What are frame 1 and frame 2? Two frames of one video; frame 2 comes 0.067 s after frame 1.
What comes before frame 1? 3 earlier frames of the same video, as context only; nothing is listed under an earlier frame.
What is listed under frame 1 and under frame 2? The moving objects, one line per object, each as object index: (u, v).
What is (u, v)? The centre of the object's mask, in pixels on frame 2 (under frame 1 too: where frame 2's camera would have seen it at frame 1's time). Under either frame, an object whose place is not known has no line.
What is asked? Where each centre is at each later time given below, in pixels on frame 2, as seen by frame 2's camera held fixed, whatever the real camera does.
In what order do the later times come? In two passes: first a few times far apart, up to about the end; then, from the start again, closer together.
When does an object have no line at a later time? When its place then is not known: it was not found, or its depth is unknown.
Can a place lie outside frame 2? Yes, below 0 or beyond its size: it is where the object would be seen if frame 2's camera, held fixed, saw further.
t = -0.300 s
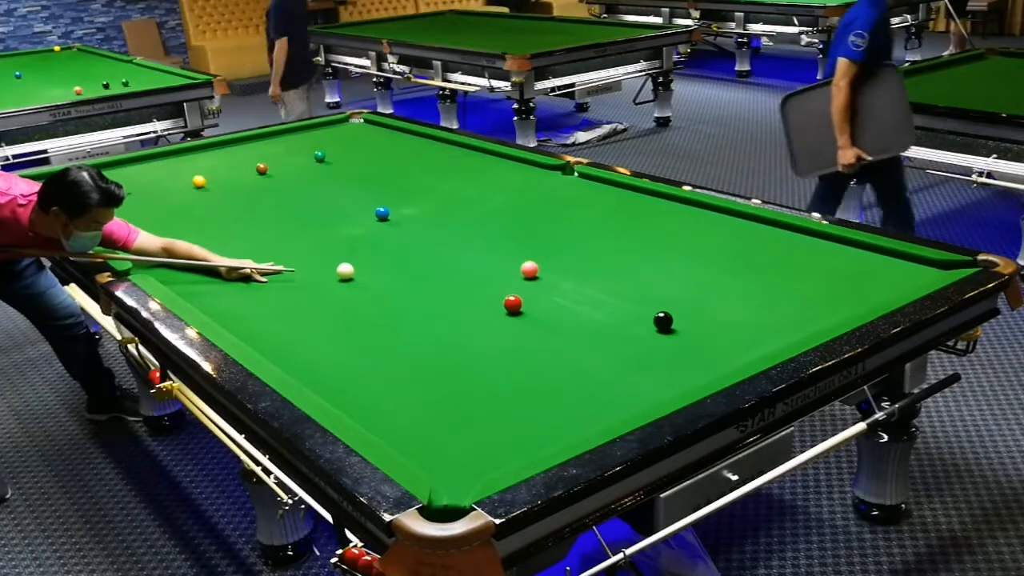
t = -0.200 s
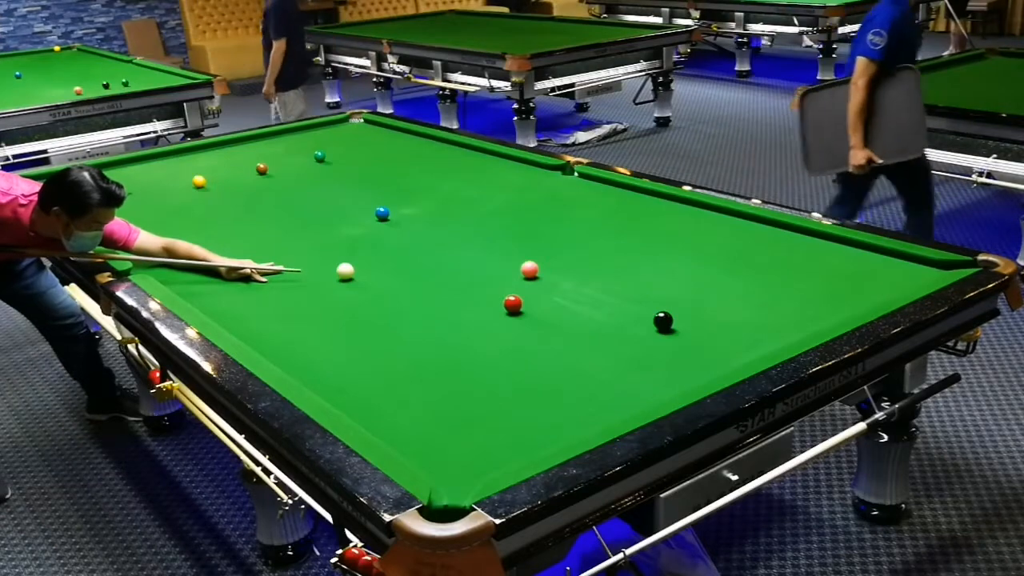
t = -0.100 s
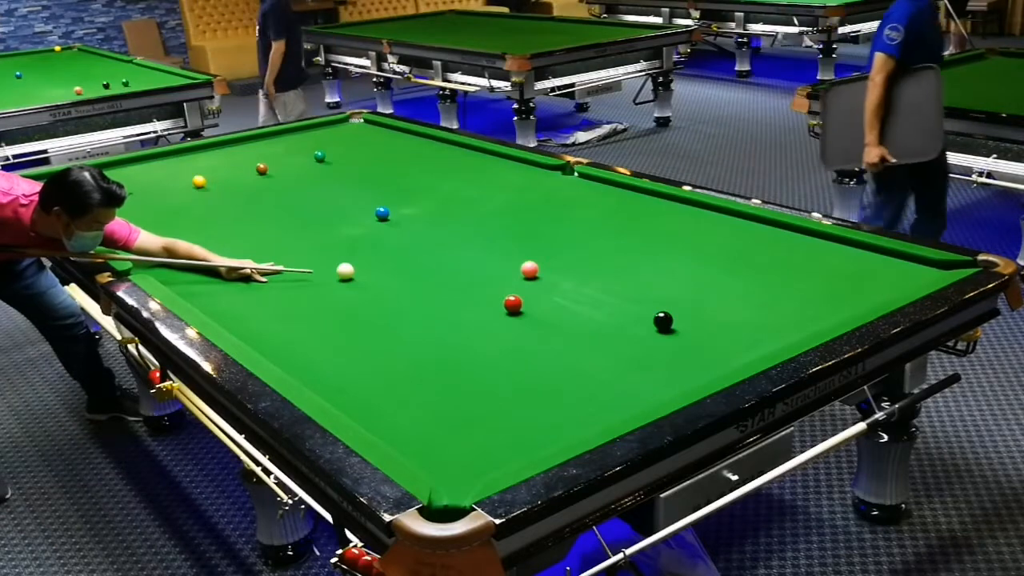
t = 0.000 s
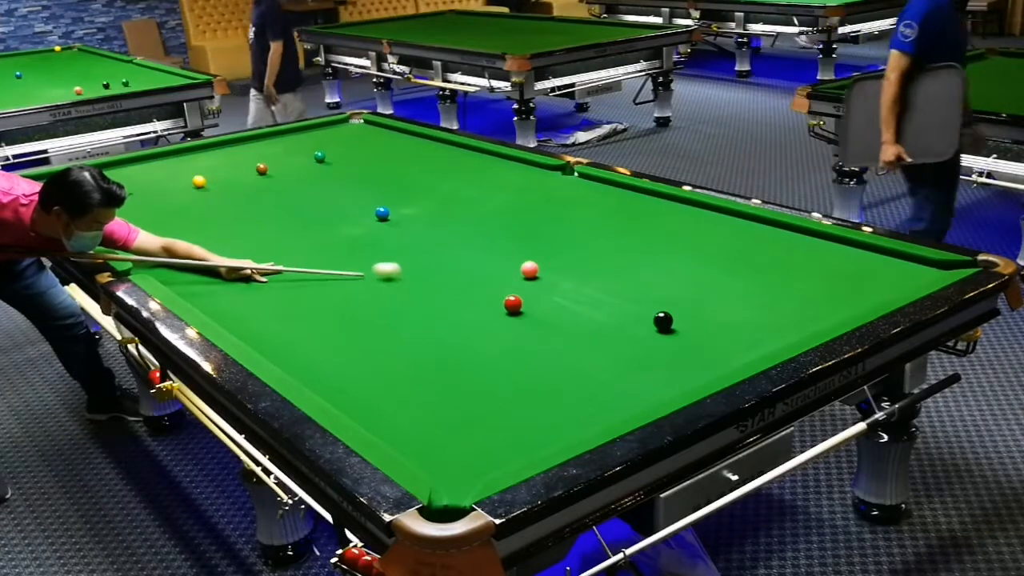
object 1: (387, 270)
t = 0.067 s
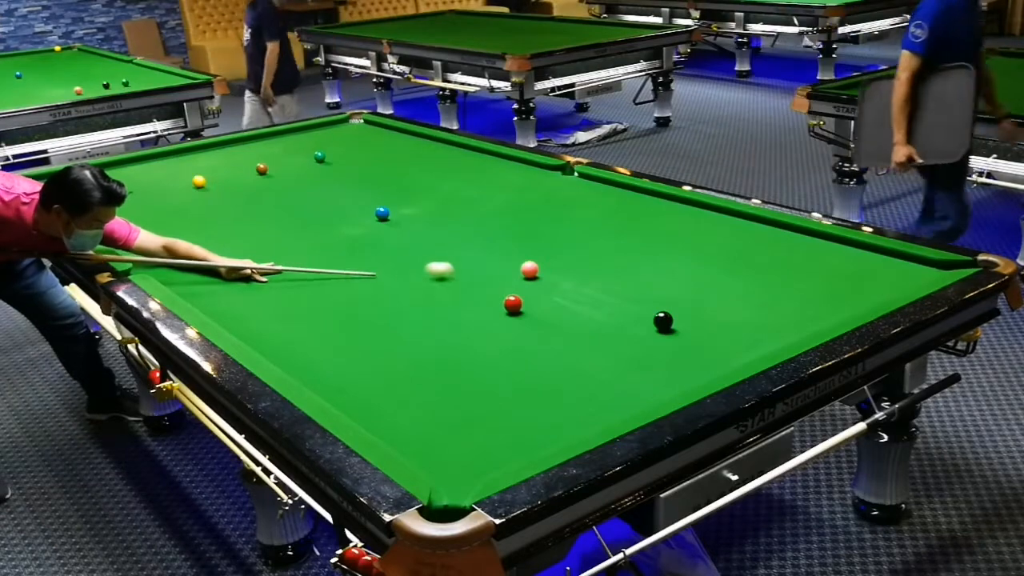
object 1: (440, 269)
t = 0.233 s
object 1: (514, 269)
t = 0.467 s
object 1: (516, 268)
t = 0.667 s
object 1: (516, 268)
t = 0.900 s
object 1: (516, 268)
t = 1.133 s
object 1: (516, 268)
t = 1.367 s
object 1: (516, 269)
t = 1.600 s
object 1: (516, 268)
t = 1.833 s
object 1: (516, 268)
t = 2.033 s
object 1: (516, 268)
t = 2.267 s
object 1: (516, 268)
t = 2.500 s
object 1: (516, 268)
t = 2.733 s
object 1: (516, 268)
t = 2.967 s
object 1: (516, 268)
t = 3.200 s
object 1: (516, 268)
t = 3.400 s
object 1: (516, 268)
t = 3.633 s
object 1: (516, 268)
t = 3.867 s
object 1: (516, 268)
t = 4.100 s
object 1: (516, 268)
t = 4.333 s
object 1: (516, 268)
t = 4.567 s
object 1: (516, 268)
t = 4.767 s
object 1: (516, 268)
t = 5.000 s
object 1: (516, 268)
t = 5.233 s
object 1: (516, 268)
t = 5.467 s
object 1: (516, 268)
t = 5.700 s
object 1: (516, 268)
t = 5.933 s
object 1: (516, 269)
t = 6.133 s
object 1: (516, 269)
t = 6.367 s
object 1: (516, 268)
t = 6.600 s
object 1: (516, 268)
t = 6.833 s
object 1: (516, 268)
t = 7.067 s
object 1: (516, 268)
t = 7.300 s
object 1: (516, 268)
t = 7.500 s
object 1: (516, 269)
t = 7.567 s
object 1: (516, 268)
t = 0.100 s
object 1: (464, 269)
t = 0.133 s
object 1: (489, 269)
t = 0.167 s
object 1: (510, 269)
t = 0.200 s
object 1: (513, 269)
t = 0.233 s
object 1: (514, 269)
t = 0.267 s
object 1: (514, 269)
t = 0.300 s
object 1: (514, 269)
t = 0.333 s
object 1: (515, 269)
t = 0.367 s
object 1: (515, 269)
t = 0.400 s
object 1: (515, 268)
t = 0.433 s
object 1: (515, 268)
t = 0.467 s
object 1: (516, 268)
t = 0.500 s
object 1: (516, 268)
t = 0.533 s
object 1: (516, 268)
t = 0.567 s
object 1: (516, 268)
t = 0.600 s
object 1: (516, 268)
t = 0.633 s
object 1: (516, 268)
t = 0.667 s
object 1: (516, 268)
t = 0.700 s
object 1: (516, 269)
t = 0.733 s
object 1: (516, 268)
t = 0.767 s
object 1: (516, 268)
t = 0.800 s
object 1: (516, 268)
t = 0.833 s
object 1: (516, 268)
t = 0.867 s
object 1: (516, 268)
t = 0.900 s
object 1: (516, 268)
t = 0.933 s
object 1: (516, 268)
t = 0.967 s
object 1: (516, 268)
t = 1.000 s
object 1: (516, 268)
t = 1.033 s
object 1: (516, 268)
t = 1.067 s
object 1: (516, 268)
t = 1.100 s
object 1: (516, 268)
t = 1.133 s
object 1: (516, 268)
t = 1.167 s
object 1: (516, 268)
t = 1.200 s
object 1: (516, 268)
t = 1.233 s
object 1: (516, 268)
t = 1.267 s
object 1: (516, 268)
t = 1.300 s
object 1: (516, 268)
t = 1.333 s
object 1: (516, 269)
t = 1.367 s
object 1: (516, 269)
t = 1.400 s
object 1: (516, 268)
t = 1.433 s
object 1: (516, 268)
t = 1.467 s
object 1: (516, 269)
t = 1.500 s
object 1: (516, 268)
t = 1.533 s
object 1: (516, 268)
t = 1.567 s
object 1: (516, 268)
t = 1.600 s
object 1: (516, 268)
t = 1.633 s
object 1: (516, 268)
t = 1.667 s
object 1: (516, 268)
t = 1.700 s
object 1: (516, 268)
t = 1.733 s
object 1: (516, 268)
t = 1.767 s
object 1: (516, 268)
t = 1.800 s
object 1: (516, 268)
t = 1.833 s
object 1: (516, 268)
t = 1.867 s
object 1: (516, 268)
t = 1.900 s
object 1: (516, 268)
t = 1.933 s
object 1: (516, 268)
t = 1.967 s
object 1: (516, 268)
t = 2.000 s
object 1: (516, 268)
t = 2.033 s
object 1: (516, 268)
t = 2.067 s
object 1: (516, 268)
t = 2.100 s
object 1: (516, 268)
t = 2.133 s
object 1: (516, 268)
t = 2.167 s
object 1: (516, 268)
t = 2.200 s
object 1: (516, 268)
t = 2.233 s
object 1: (516, 268)
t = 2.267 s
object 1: (516, 268)
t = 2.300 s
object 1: (516, 268)
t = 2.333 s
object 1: (516, 268)
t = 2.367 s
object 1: (516, 268)
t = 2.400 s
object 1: (516, 268)
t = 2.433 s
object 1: (516, 268)
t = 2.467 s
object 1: (516, 268)
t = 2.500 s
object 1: (516, 268)
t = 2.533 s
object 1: (516, 268)
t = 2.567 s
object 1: (516, 268)
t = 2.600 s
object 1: (516, 268)
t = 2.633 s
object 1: (516, 268)
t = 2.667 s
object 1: (516, 268)
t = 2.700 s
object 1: (516, 268)
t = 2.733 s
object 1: (516, 268)
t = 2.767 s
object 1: (516, 268)
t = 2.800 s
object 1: (516, 268)
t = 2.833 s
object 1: (516, 268)
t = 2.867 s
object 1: (516, 268)
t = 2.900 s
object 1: (516, 268)
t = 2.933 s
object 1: (516, 268)
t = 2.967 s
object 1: (516, 268)
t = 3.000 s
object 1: (516, 268)
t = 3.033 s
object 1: (516, 268)
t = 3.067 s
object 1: (516, 268)
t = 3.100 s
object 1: (516, 268)
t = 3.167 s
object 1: (516, 268)
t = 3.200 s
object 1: (516, 268)
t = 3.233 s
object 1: (516, 268)
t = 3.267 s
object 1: (516, 268)
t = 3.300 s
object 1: (516, 268)
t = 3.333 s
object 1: (516, 268)
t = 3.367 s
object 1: (516, 268)
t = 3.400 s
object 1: (516, 268)
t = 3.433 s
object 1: (516, 268)
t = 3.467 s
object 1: (516, 268)
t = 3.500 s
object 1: (516, 268)
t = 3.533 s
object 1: (516, 268)
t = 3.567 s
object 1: (516, 268)
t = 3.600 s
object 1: (516, 268)
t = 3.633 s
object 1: (516, 268)
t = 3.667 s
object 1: (516, 268)
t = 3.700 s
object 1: (516, 268)
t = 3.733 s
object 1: (516, 268)
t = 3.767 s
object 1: (516, 268)
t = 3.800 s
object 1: (516, 268)
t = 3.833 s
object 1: (516, 268)
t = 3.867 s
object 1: (516, 268)
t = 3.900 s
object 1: (516, 268)
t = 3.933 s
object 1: (516, 268)
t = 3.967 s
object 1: (516, 268)
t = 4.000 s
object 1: (516, 268)
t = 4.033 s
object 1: (516, 268)
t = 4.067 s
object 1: (516, 268)
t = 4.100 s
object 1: (516, 268)
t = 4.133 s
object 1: (516, 268)
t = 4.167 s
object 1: (516, 268)
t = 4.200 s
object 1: (516, 268)
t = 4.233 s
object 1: (516, 268)
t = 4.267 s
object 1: (516, 268)
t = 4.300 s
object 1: (516, 268)
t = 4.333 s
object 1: (516, 268)
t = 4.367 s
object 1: (516, 268)
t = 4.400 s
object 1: (516, 268)
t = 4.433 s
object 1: (516, 268)
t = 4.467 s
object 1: (516, 268)
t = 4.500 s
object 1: (516, 268)
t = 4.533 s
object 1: (516, 268)
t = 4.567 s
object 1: (516, 268)
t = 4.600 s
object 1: (516, 268)
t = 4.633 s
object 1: (516, 268)
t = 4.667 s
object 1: (516, 268)
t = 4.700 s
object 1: (516, 268)
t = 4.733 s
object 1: (516, 268)
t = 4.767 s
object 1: (516, 268)
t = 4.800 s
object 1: (516, 268)
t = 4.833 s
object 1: (516, 268)
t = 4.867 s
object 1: (516, 268)
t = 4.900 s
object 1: (516, 268)
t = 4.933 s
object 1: (516, 268)
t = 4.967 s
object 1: (516, 268)
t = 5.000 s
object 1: (516, 268)
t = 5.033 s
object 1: (516, 268)
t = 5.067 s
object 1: (516, 268)
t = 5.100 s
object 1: (516, 268)
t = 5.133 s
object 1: (516, 268)
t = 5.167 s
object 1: (516, 268)
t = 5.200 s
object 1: (516, 269)
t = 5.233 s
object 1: (516, 268)
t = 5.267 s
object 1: (516, 269)
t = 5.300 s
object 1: (516, 269)
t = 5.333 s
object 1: (516, 268)
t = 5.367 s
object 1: (516, 268)
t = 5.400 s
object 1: (516, 268)
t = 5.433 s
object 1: (516, 268)
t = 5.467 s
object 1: (516, 268)
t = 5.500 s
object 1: (516, 268)
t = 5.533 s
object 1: (516, 268)
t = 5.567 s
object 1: (516, 268)
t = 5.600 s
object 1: (516, 268)
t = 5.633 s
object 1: (516, 268)
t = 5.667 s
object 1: (516, 268)
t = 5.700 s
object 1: (516, 268)
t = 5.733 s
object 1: (516, 268)
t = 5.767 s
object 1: (516, 268)
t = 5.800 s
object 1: (516, 268)
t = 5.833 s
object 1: (516, 268)
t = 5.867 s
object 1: (516, 268)
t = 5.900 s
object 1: (516, 268)
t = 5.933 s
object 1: (516, 269)
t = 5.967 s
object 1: (516, 269)
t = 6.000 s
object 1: (516, 269)
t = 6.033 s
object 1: (516, 269)
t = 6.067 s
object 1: (516, 268)
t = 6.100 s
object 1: (516, 269)
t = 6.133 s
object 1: (516, 269)
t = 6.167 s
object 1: (516, 268)
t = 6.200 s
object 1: (516, 269)
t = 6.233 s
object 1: (516, 268)
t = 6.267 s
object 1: (516, 268)
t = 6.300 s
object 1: (516, 268)
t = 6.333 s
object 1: (516, 268)
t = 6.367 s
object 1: (516, 268)
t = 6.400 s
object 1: (516, 268)
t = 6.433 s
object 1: (516, 268)
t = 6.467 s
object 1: (516, 268)
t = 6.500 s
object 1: (516, 269)
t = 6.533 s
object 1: (516, 268)
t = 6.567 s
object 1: (516, 268)
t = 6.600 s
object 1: (516, 268)
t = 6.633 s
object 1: (516, 268)
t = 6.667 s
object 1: (516, 268)
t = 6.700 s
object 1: (516, 268)
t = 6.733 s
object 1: (516, 268)
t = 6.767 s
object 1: (516, 268)
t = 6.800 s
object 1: (516, 268)
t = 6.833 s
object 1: (516, 268)
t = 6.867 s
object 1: (516, 268)
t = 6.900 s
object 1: (516, 268)
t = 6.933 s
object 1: (516, 268)
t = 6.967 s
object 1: (516, 268)
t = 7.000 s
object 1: (516, 268)
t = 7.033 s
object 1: (516, 268)
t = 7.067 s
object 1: (516, 268)
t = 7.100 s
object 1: (516, 268)
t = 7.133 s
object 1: (516, 268)
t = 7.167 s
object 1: (516, 268)
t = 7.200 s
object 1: (516, 268)
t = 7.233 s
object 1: (516, 268)
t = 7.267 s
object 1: (516, 268)
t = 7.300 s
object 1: (516, 268)
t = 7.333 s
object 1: (516, 268)
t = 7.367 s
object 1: (516, 268)
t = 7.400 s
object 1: (516, 268)
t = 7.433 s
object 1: (516, 268)
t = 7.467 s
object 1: (516, 268)
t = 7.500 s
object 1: (516, 269)
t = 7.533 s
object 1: (516, 269)
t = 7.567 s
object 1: (516, 268)
